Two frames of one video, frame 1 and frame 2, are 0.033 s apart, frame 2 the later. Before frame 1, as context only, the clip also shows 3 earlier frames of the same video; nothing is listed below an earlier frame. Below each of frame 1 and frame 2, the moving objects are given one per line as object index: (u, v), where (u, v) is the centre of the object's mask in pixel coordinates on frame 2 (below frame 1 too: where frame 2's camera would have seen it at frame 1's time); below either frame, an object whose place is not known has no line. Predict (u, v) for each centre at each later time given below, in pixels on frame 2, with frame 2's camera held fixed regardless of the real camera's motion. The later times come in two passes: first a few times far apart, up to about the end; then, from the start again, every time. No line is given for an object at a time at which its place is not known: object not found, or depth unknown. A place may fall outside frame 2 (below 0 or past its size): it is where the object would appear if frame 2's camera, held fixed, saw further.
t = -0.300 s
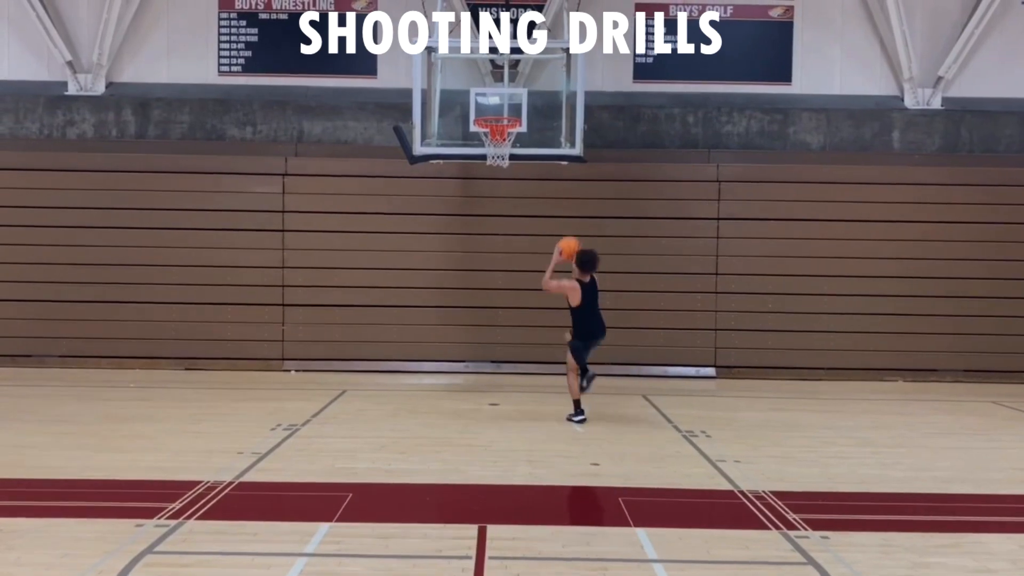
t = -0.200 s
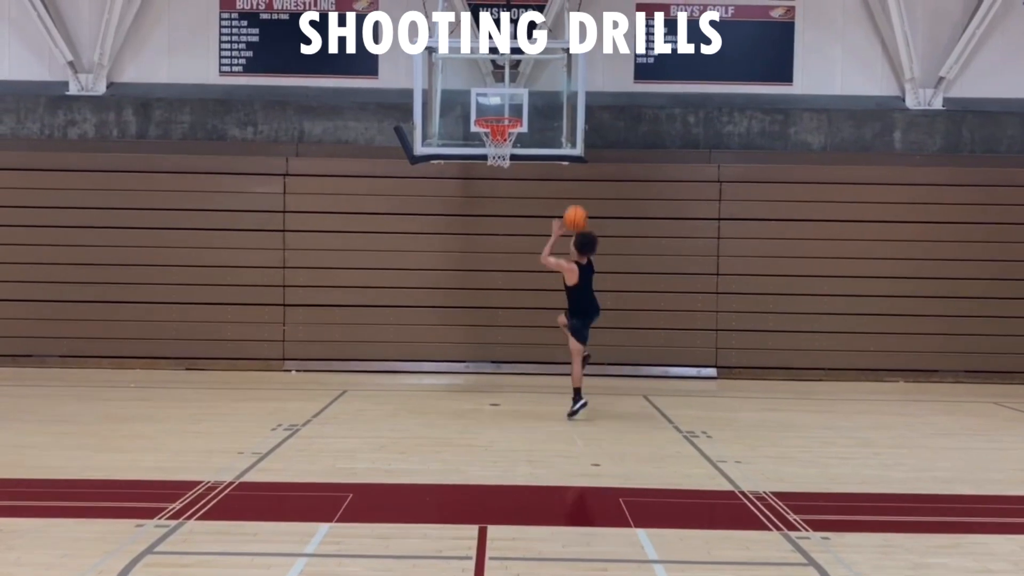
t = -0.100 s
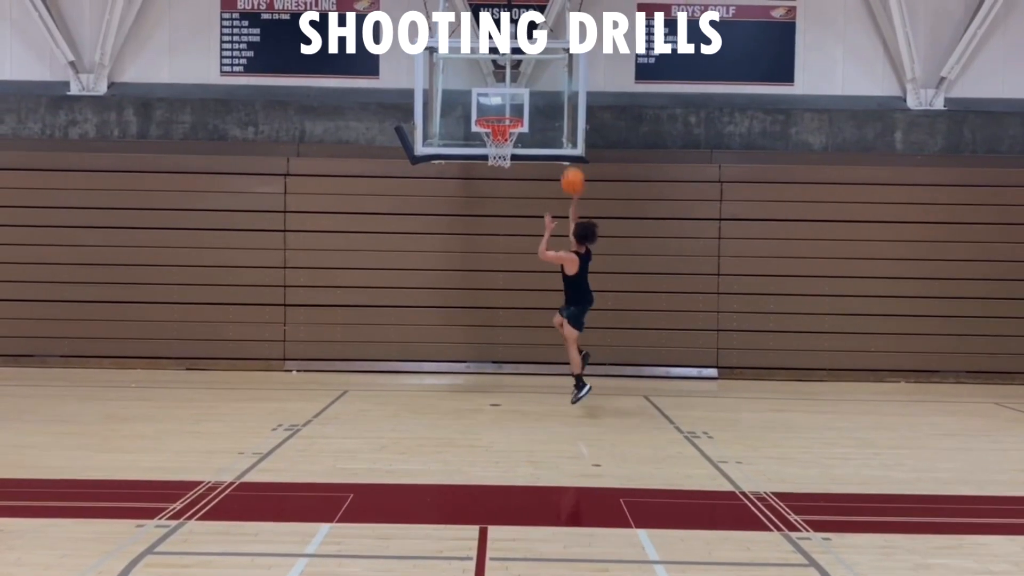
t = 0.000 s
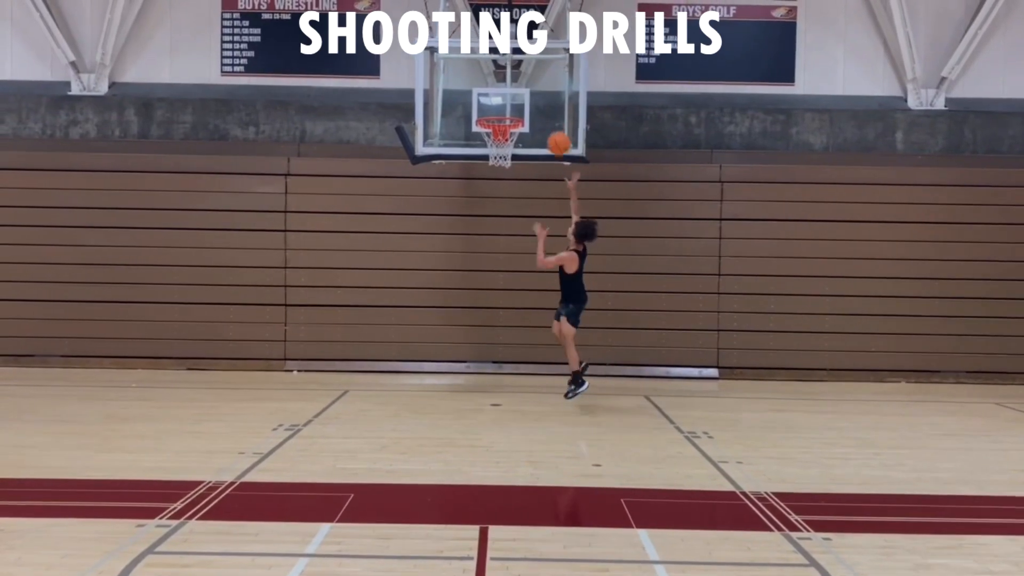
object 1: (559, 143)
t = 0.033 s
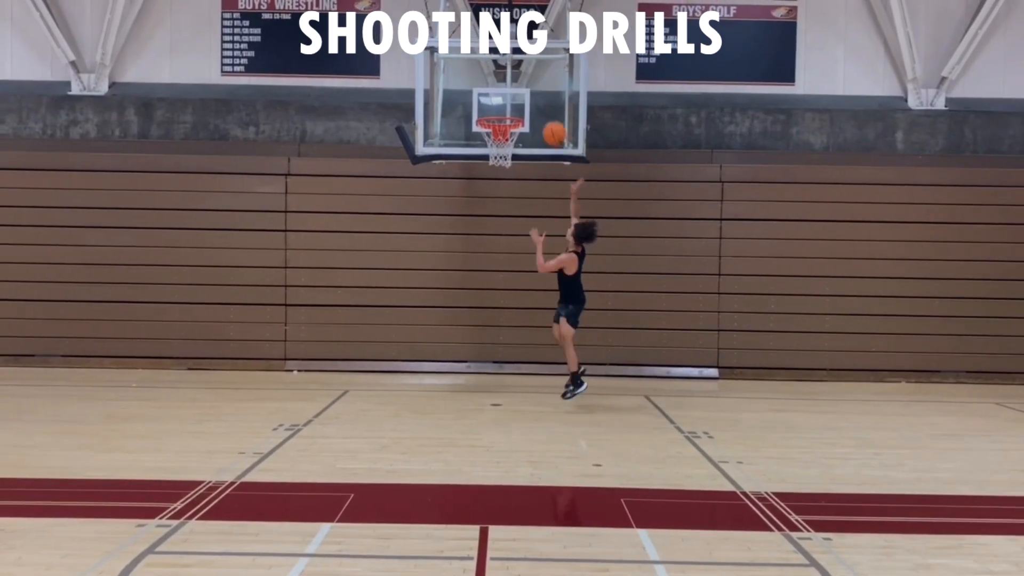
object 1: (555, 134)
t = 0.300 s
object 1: (525, 97)
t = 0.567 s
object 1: (501, 127)
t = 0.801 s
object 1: (485, 173)
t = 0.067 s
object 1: (550, 125)
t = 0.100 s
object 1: (545, 117)
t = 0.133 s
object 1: (541, 110)
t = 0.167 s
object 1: (536, 105)
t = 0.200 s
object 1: (533, 102)
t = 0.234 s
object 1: (530, 99)
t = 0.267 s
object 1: (527, 97)
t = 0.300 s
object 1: (525, 97)
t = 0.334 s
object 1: (521, 97)
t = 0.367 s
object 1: (519, 98)
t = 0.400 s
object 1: (517, 101)
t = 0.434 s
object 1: (514, 105)
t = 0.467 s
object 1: (512, 108)
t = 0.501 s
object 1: (508, 112)
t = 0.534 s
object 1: (503, 122)
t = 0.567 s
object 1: (501, 127)
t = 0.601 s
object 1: (499, 130)
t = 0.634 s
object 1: (497, 137)
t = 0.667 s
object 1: (492, 145)
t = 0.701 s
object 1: (489, 152)
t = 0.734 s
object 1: (489, 160)
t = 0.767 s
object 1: (487, 166)
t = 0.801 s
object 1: (485, 173)
